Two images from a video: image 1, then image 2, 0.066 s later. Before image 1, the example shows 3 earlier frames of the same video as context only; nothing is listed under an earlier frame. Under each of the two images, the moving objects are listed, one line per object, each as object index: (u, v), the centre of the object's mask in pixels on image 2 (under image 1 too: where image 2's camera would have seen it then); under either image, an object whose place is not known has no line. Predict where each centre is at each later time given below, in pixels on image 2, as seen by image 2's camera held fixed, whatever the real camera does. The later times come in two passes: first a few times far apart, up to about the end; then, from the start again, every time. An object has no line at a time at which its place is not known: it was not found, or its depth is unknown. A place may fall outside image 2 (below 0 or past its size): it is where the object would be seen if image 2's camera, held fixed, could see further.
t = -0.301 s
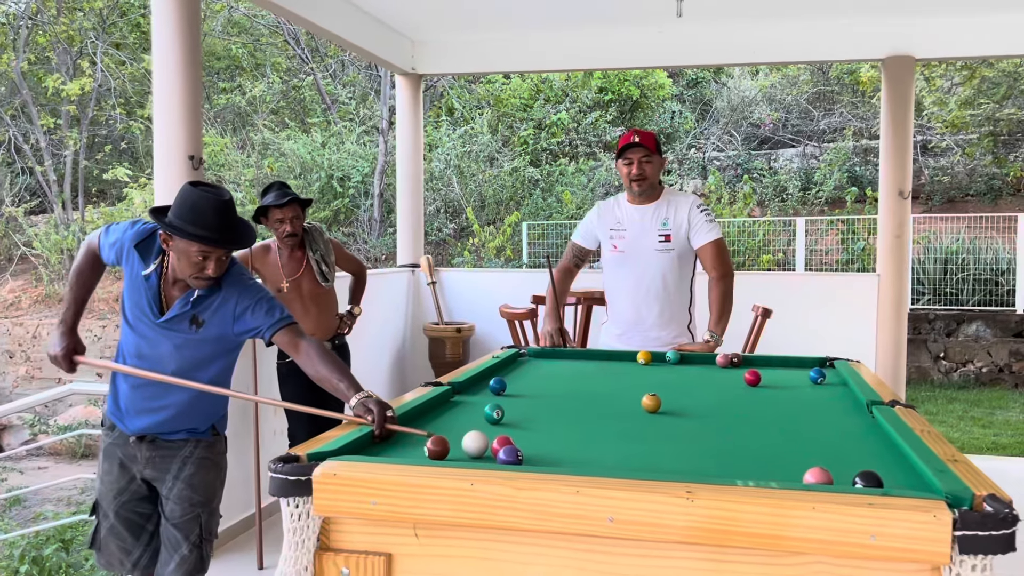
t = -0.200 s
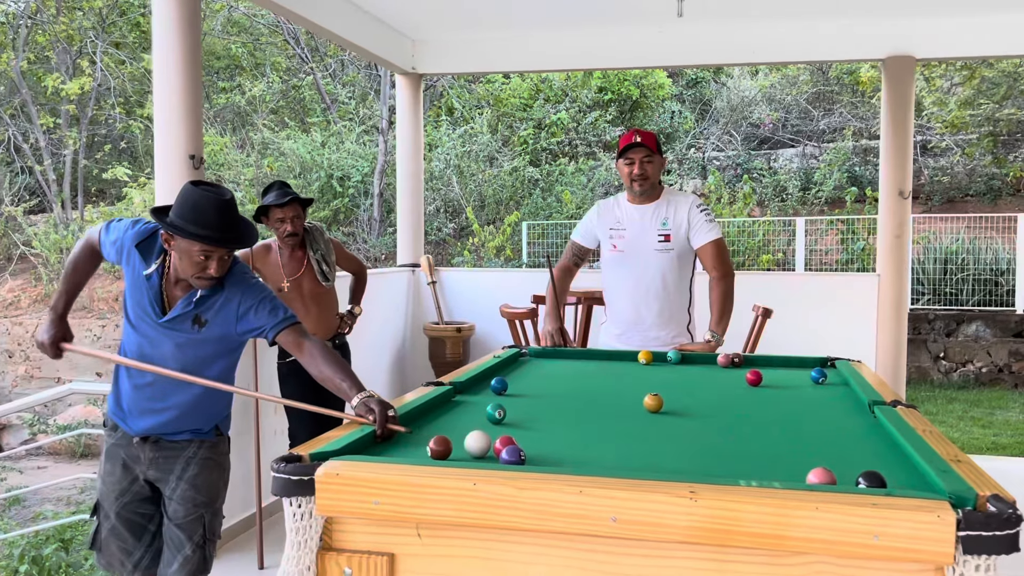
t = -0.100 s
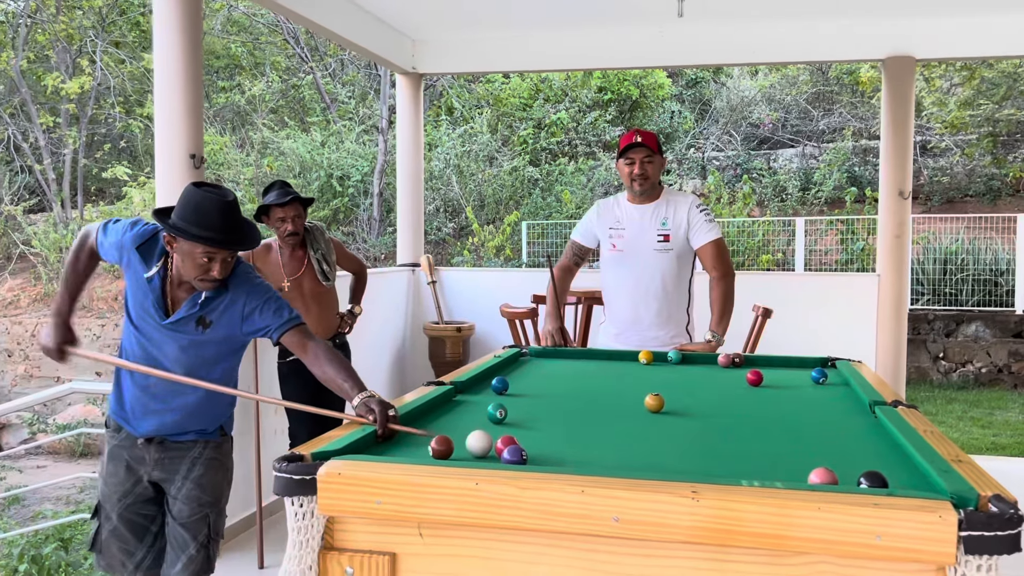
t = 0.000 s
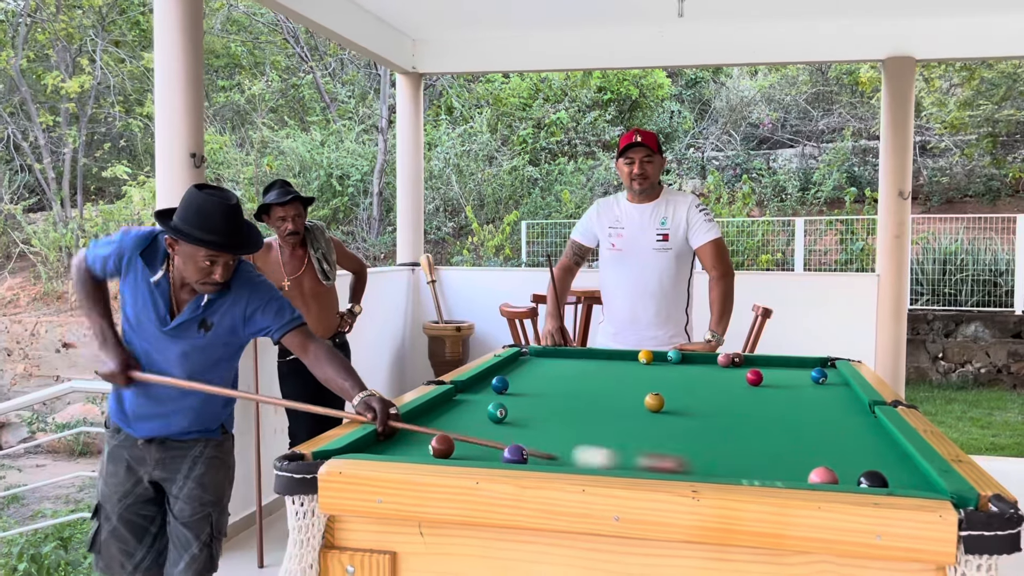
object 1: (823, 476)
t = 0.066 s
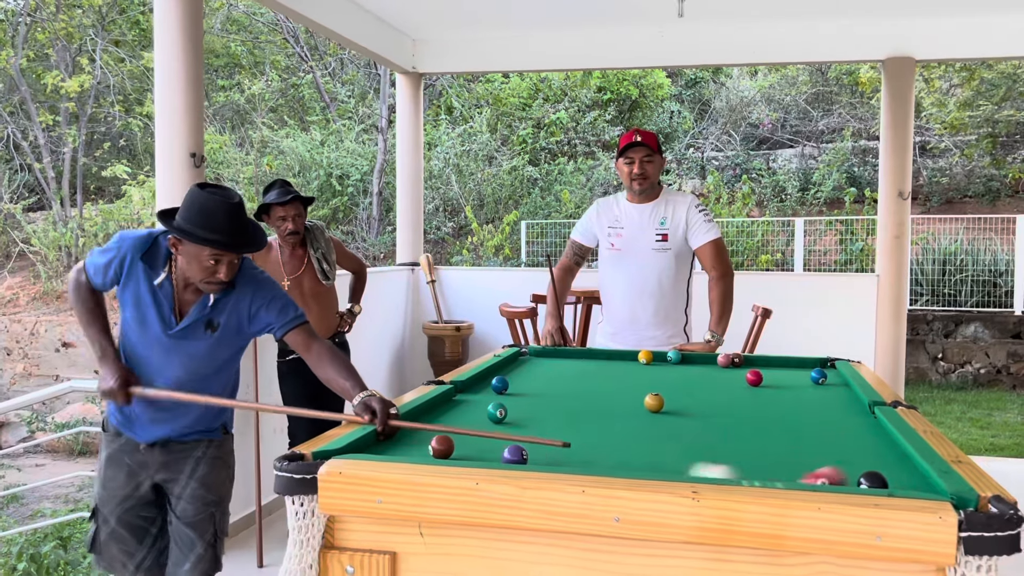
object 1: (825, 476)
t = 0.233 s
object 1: (901, 455)
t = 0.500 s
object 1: (794, 427)
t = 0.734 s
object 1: (726, 409)
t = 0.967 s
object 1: (671, 394)
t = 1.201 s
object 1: (626, 382)
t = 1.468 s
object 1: (584, 370)
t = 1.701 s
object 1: (555, 360)
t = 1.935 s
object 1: (526, 354)
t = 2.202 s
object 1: (544, 352)
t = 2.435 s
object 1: (549, 354)
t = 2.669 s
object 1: (554, 356)
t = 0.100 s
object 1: (855, 468)
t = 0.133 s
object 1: (879, 466)
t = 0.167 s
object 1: (901, 463)
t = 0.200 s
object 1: (896, 458)
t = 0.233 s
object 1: (901, 455)
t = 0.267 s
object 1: (884, 451)
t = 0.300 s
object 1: (867, 447)
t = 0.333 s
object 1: (853, 443)
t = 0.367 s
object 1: (840, 440)
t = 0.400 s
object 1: (828, 436)
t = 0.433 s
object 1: (816, 434)
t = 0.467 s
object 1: (805, 431)
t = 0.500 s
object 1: (794, 427)
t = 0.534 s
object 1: (783, 425)
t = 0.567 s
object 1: (773, 422)
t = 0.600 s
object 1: (763, 419)
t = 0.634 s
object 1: (753, 416)
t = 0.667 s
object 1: (744, 414)
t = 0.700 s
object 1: (735, 411)
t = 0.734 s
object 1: (726, 409)
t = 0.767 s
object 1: (717, 406)
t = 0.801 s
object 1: (709, 404)
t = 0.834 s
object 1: (701, 402)
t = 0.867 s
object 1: (693, 400)
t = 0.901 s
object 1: (686, 398)
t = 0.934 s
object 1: (679, 396)
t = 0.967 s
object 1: (671, 394)
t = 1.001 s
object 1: (665, 392)
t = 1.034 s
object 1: (658, 389)
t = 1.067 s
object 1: (651, 387)
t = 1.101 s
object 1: (645, 386)
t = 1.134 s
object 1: (638, 385)
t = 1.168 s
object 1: (632, 384)
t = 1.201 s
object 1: (626, 382)
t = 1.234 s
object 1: (621, 380)
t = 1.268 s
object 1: (615, 379)
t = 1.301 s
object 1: (610, 377)
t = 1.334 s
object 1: (604, 376)
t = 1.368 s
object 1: (599, 374)
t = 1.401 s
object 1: (594, 373)
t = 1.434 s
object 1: (589, 371)
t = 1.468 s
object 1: (584, 370)
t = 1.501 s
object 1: (579, 369)
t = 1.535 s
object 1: (575, 368)
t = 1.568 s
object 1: (570, 366)
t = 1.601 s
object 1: (566, 365)
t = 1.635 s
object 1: (561, 364)
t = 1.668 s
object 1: (558, 362)
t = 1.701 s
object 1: (555, 360)
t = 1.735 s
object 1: (549, 358)
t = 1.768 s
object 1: (544, 358)
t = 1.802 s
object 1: (541, 358)
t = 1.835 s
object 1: (537, 357)
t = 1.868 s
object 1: (533, 356)
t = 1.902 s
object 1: (530, 355)
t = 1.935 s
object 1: (526, 354)
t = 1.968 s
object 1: (525, 353)
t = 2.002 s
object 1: (529, 353)
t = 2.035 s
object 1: (533, 352)
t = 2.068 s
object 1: (535, 352)
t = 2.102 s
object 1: (539, 352)
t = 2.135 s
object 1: (542, 352)
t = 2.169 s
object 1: (544, 352)
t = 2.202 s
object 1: (544, 352)
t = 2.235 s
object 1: (545, 353)
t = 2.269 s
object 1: (545, 353)
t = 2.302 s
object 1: (546, 353)
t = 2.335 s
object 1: (547, 353)
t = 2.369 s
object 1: (548, 353)
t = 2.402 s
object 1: (548, 353)
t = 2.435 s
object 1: (549, 354)
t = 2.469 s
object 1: (550, 354)
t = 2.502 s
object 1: (551, 354)
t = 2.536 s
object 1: (551, 355)
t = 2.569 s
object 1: (552, 355)
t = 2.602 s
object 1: (552, 356)
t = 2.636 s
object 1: (553, 356)
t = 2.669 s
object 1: (554, 356)
